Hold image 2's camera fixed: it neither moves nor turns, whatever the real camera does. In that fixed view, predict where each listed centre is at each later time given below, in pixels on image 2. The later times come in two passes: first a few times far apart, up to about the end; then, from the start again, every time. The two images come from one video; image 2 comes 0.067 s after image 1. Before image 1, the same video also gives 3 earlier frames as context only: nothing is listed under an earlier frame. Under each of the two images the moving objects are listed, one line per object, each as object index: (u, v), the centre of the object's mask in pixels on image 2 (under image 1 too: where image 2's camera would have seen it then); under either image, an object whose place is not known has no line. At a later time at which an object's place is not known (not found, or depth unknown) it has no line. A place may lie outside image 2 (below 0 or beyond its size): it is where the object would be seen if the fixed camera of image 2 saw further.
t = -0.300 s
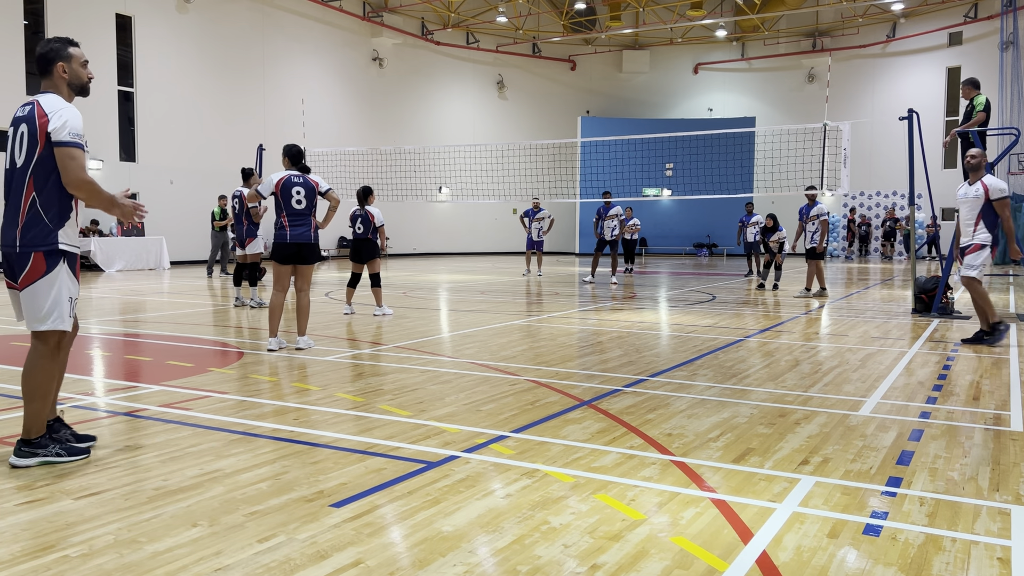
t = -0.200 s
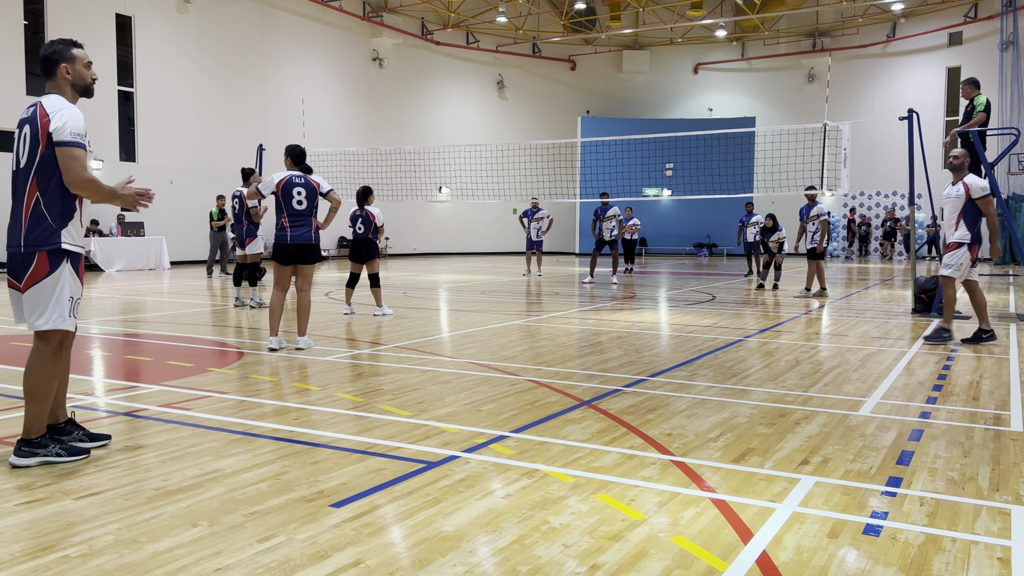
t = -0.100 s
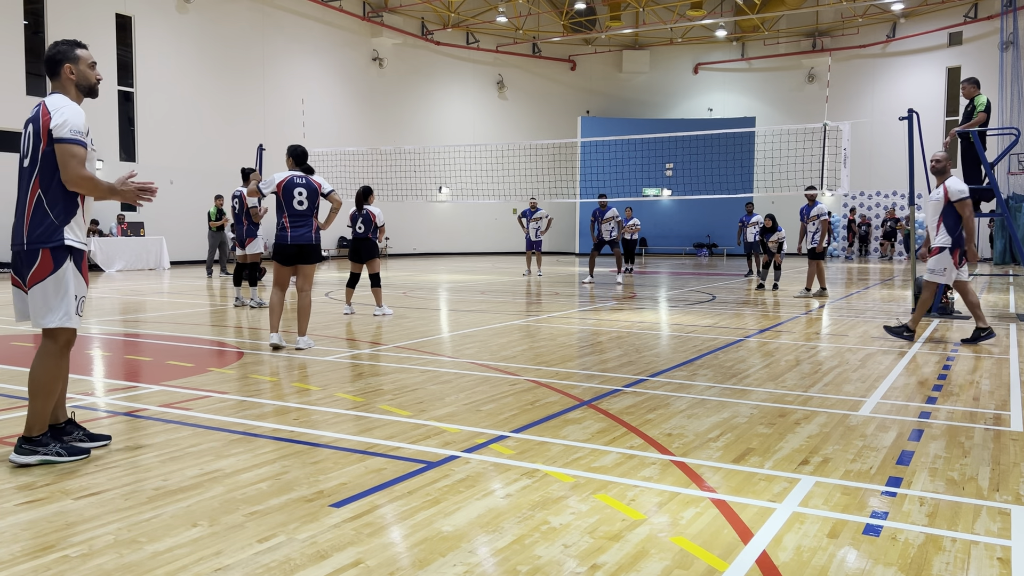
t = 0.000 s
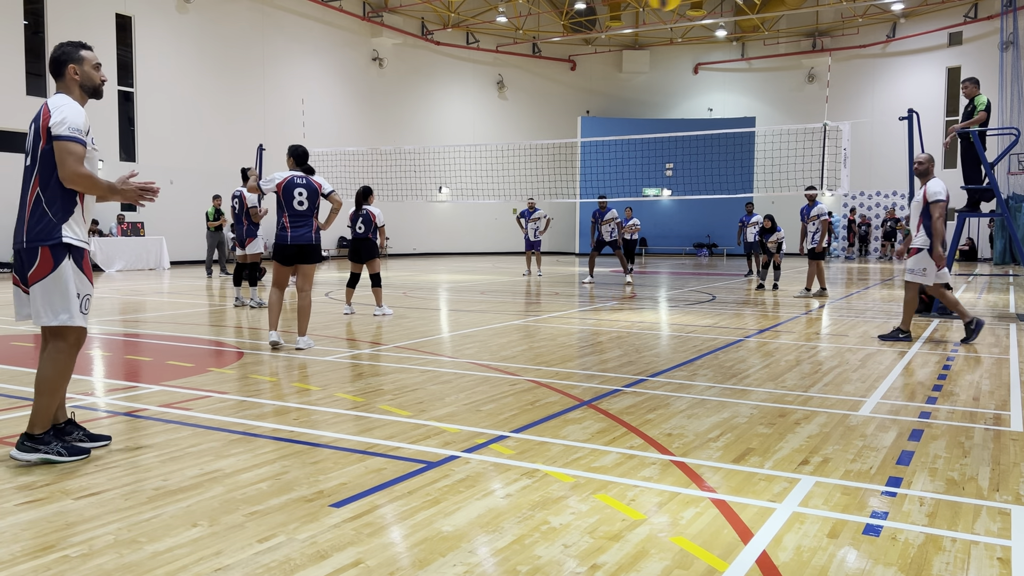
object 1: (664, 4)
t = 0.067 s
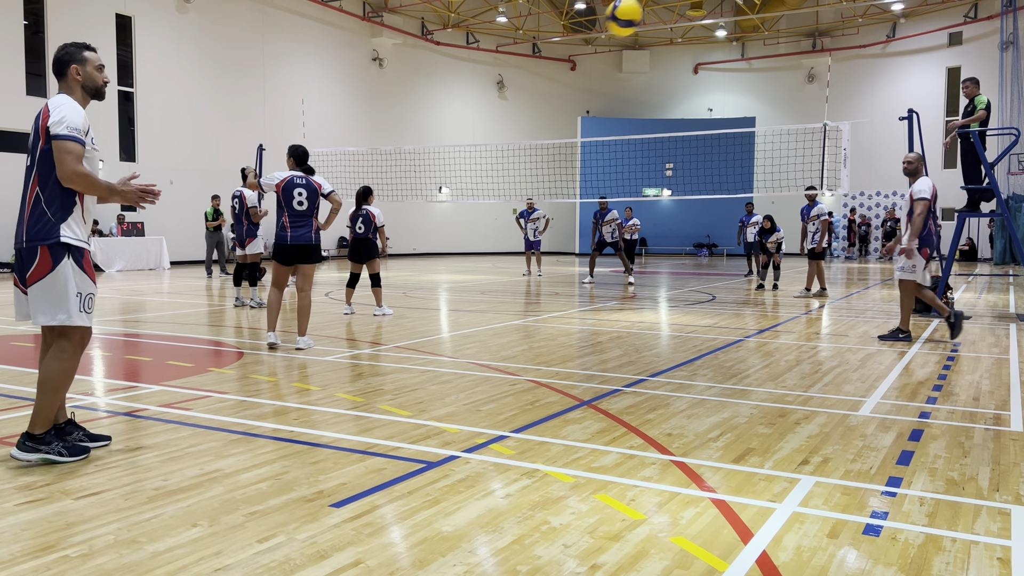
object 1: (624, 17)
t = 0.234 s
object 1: (511, 113)
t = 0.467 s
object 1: (319, 353)
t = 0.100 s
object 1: (602, 32)
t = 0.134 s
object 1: (581, 49)
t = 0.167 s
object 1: (558, 67)
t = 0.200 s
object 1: (535, 89)
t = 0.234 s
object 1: (511, 113)
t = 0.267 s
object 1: (486, 140)
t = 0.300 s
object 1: (460, 169)
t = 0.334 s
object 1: (434, 201)
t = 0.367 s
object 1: (407, 235)
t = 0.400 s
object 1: (379, 271)
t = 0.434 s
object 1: (350, 311)
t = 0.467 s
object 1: (319, 353)
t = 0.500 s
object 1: (287, 400)
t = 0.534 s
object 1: (264, 421)
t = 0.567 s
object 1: (259, 384)
